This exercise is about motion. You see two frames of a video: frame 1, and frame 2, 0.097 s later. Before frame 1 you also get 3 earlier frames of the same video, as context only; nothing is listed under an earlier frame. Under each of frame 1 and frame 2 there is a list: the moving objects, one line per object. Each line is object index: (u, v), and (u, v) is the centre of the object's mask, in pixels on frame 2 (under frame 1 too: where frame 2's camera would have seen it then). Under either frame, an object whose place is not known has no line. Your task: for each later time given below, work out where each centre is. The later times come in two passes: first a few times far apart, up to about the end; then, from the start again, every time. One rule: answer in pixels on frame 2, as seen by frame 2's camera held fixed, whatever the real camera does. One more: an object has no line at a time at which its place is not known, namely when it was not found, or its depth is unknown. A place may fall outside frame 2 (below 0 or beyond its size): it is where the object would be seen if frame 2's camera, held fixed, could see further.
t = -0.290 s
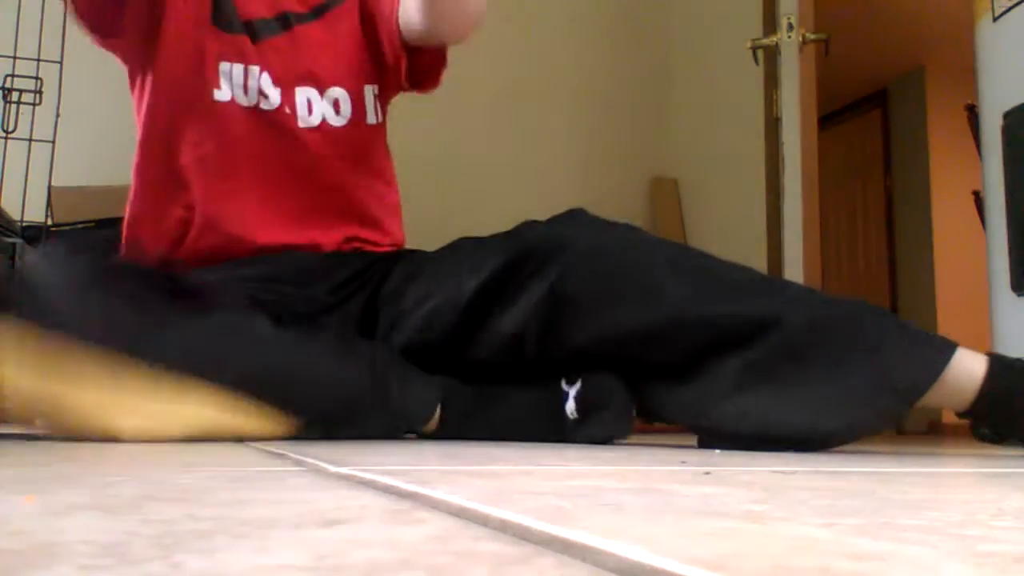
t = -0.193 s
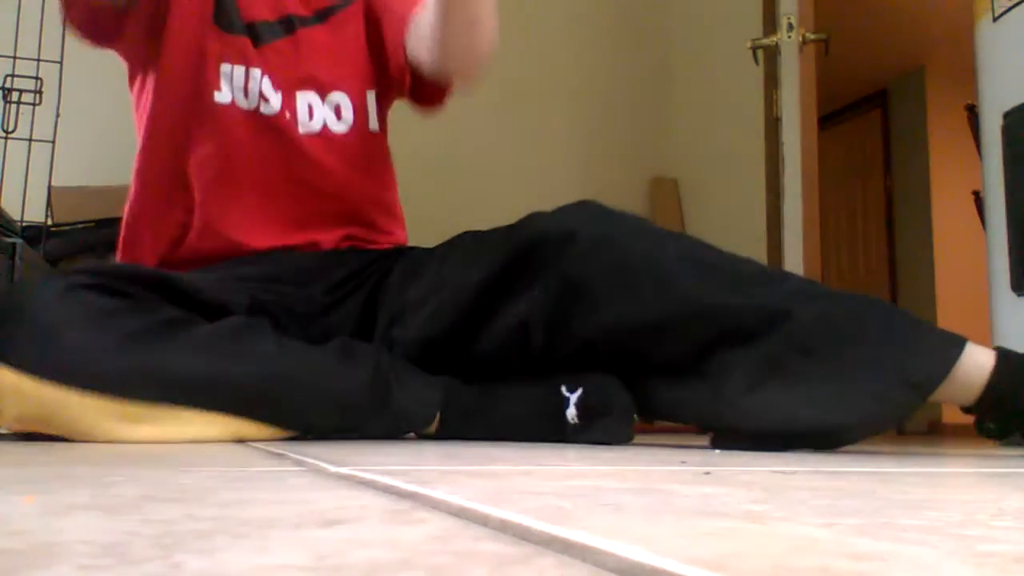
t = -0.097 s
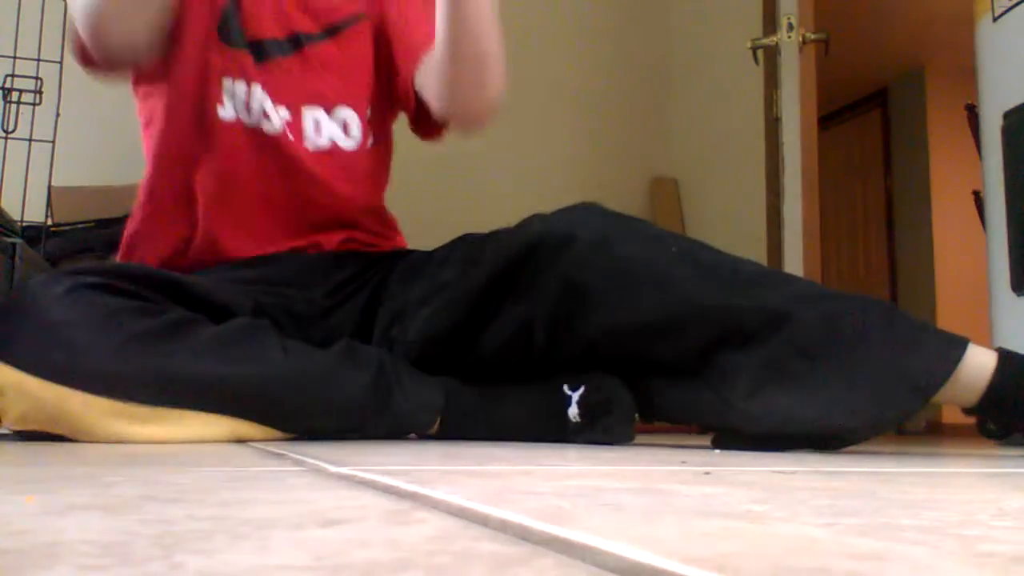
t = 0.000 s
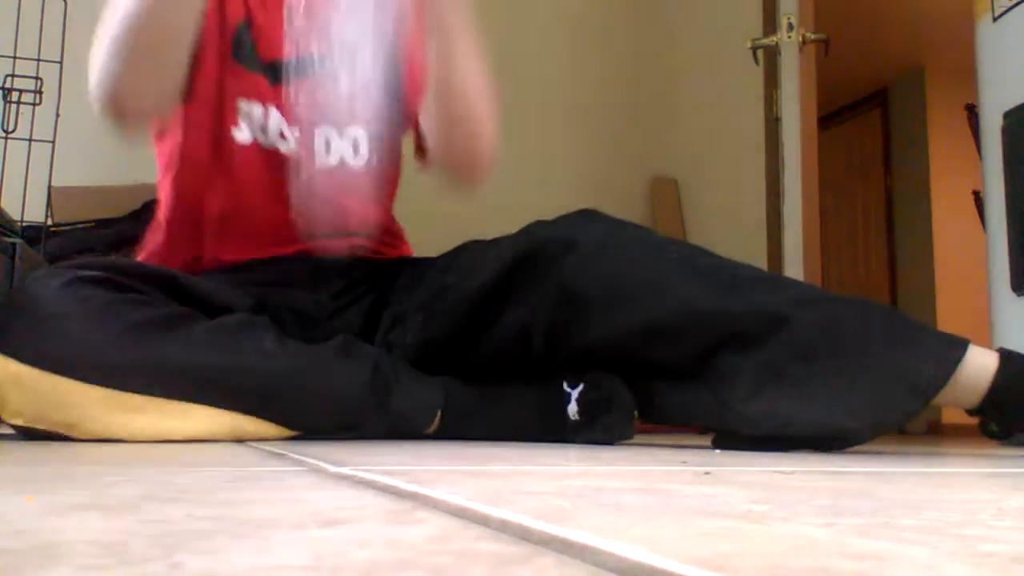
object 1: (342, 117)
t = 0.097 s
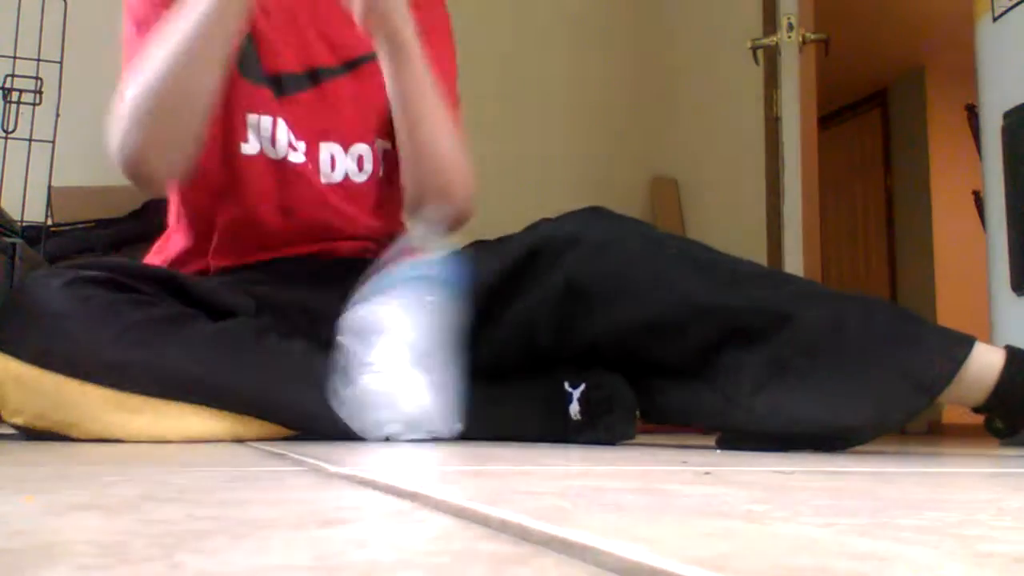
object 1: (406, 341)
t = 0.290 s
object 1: (673, 365)
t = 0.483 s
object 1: (768, 402)
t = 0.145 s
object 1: (466, 321)
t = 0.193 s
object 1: (523, 308)
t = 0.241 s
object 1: (594, 305)
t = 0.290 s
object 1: (673, 365)
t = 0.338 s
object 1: (715, 398)
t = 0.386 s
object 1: (754, 399)
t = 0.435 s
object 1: (763, 402)
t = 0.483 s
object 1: (768, 402)
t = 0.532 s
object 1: (775, 402)
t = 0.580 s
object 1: (782, 402)
